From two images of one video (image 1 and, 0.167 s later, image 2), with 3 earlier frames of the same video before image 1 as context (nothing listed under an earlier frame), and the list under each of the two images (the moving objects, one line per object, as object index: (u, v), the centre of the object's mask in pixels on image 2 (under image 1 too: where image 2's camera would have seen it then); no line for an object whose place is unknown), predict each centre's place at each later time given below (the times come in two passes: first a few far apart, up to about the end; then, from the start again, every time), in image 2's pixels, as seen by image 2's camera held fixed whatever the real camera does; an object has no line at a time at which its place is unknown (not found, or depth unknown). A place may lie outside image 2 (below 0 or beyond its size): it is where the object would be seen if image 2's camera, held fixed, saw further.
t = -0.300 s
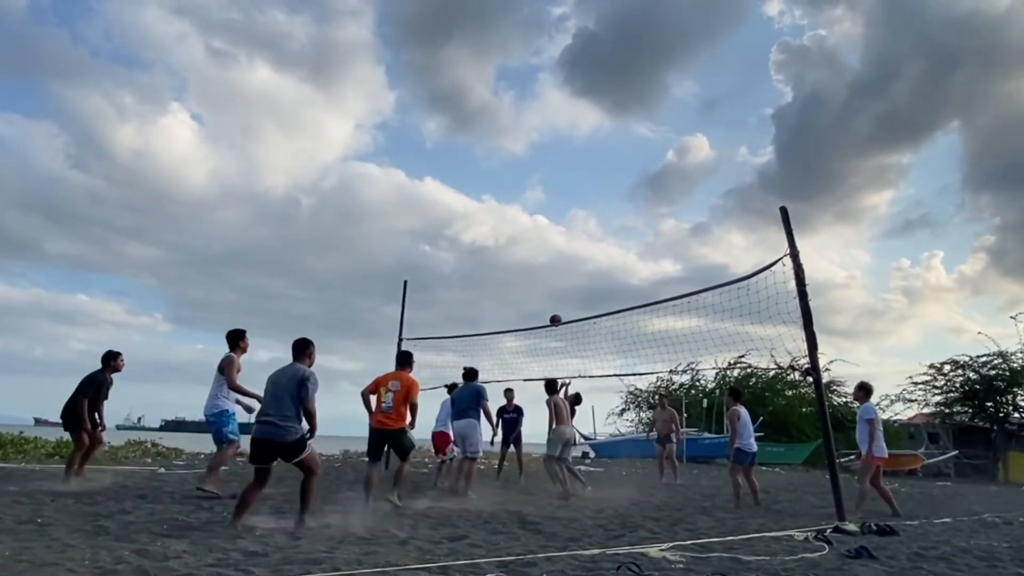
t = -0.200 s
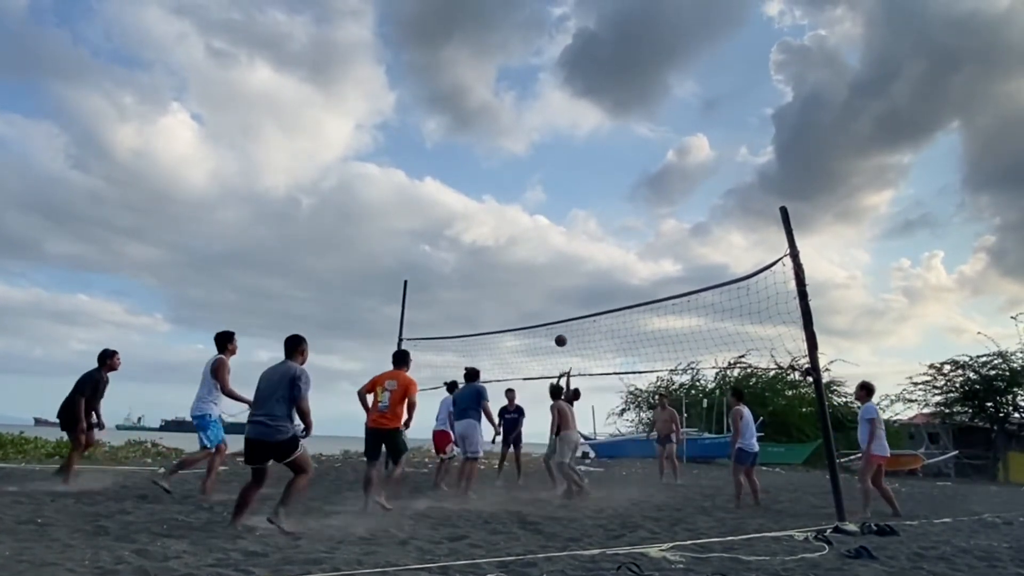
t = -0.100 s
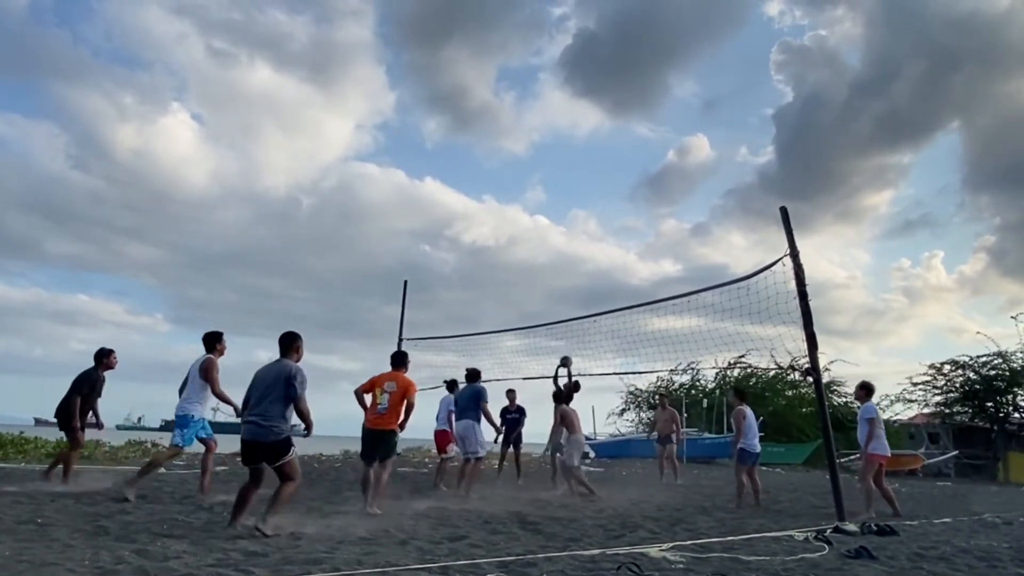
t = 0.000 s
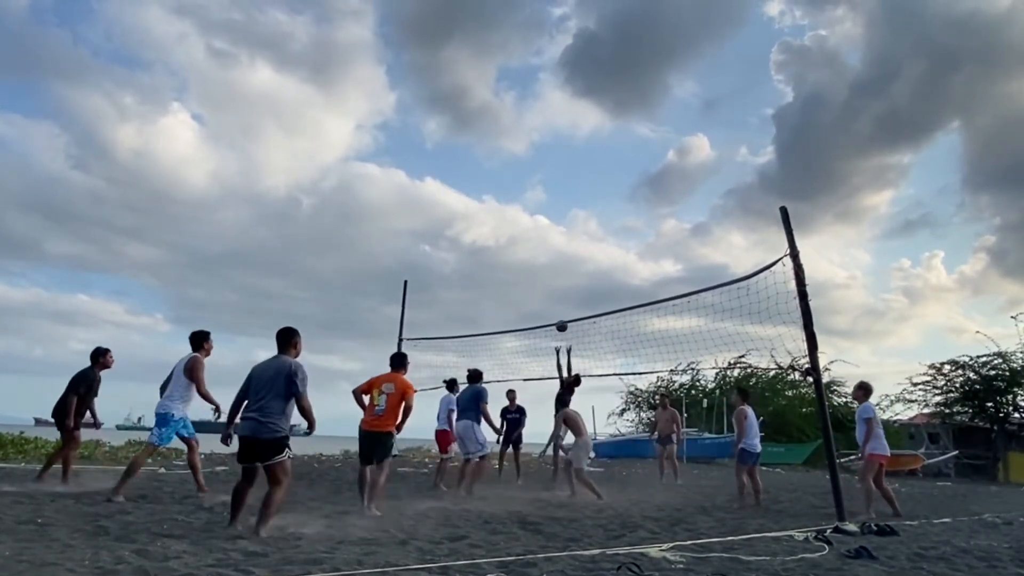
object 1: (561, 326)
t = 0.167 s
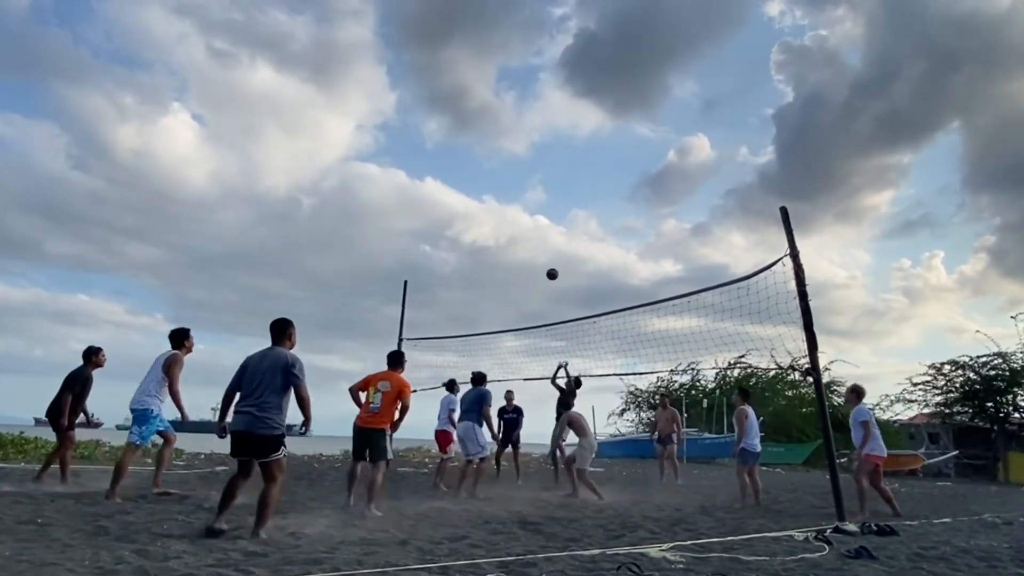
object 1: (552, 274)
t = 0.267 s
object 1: (547, 252)
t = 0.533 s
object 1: (537, 222)
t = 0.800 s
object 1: (530, 231)
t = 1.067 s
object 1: (525, 279)
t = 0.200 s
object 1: (550, 266)
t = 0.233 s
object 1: (548, 259)
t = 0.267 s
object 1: (547, 252)
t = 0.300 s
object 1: (545, 246)
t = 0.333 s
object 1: (543, 241)
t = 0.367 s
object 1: (543, 236)
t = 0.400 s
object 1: (542, 232)
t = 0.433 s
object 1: (540, 229)
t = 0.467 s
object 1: (539, 226)
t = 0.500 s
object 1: (538, 224)
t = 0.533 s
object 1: (537, 222)
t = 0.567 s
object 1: (536, 221)
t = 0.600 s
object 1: (535, 221)
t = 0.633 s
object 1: (535, 221)
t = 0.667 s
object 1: (534, 222)
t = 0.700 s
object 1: (533, 223)
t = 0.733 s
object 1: (532, 225)
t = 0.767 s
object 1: (531, 228)
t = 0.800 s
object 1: (530, 231)
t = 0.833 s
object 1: (530, 235)
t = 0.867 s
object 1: (529, 239)
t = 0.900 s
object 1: (528, 244)
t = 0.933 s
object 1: (528, 250)
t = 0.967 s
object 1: (527, 256)
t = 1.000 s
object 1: (526, 263)
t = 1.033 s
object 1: (526, 271)
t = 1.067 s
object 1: (525, 279)
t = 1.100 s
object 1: (525, 288)
